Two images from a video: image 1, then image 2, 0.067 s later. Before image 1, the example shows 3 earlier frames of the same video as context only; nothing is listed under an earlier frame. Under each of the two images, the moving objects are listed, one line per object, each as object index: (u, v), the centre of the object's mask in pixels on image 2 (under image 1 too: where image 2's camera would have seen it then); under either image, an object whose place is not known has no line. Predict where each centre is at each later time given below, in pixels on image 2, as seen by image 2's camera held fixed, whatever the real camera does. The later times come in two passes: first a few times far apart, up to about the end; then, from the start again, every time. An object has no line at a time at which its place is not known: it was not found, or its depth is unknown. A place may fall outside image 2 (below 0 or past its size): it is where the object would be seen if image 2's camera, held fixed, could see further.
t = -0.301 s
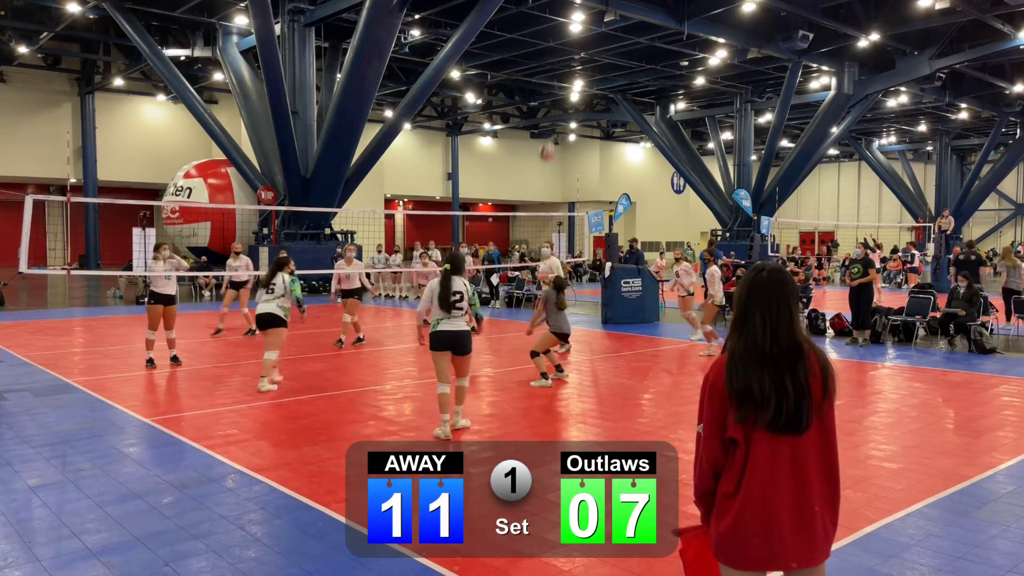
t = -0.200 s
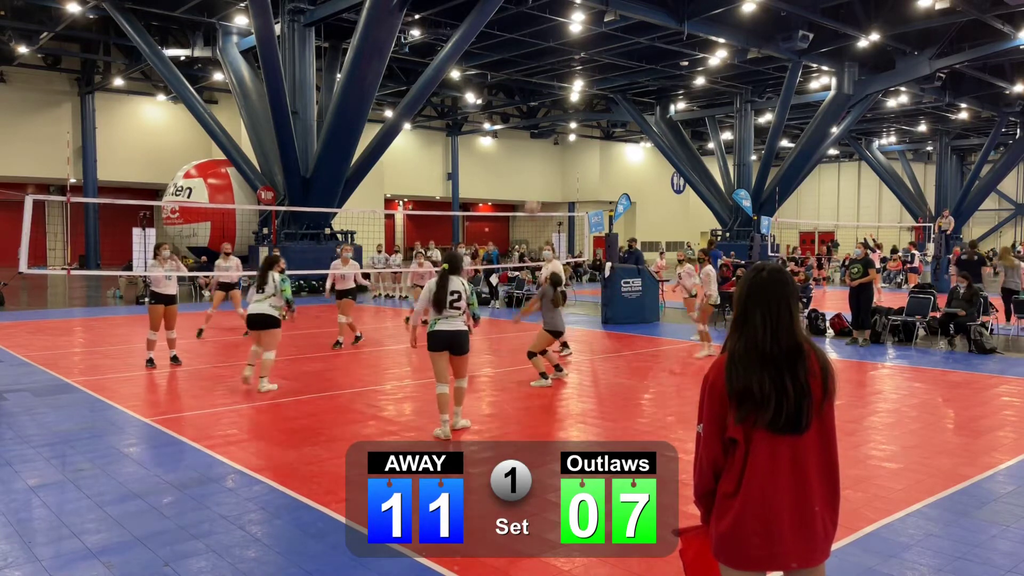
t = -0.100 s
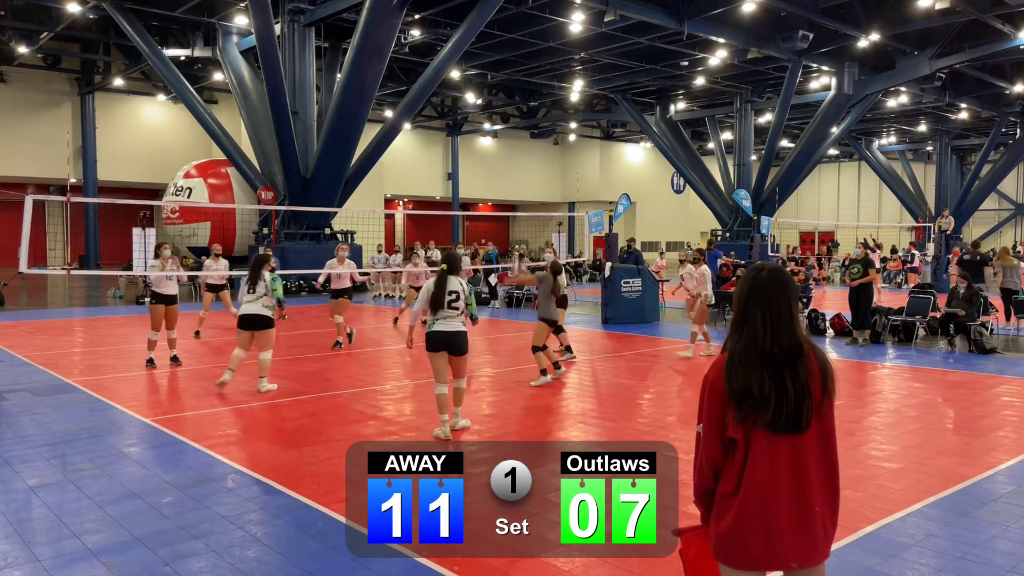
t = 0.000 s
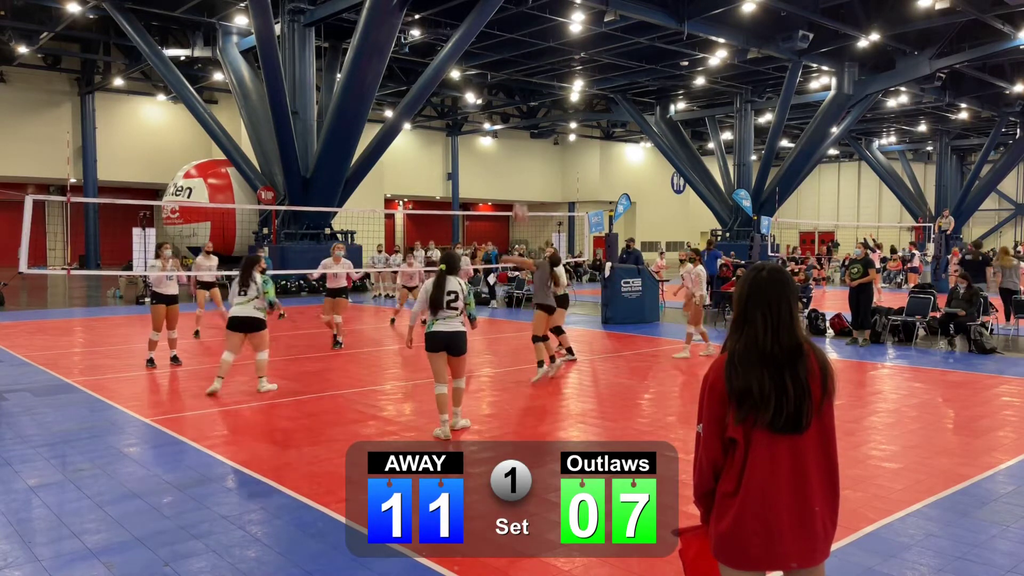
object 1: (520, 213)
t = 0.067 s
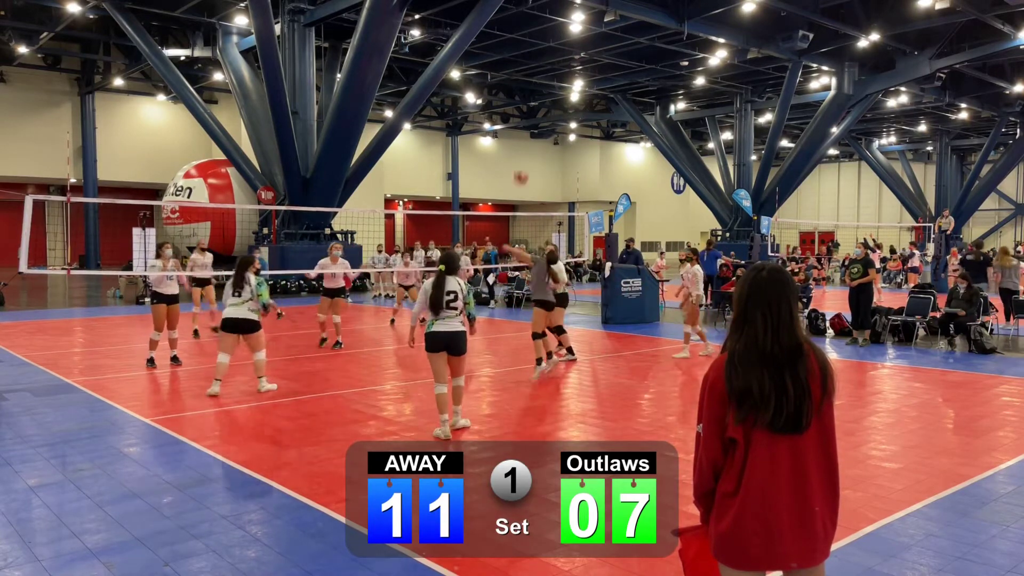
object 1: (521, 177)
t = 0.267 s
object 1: (525, 87)
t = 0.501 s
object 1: (528, 37)
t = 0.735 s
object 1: (530, 30)
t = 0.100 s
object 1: (522, 159)
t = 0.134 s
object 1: (523, 142)
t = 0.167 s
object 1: (524, 124)
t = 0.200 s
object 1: (524, 111)
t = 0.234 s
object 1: (525, 99)
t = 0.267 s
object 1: (525, 87)
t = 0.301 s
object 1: (526, 78)
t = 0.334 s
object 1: (526, 69)
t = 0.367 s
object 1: (527, 61)
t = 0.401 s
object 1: (527, 55)
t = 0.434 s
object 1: (528, 47)
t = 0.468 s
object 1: (528, 44)
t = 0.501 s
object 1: (528, 37)
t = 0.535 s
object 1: (529, 35)
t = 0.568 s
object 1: (529, 32)
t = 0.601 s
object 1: (529, 30)
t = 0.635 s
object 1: (529, 29)
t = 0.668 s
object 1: (530, 29)
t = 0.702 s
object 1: (530, 29)
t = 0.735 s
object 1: (530, 30)
